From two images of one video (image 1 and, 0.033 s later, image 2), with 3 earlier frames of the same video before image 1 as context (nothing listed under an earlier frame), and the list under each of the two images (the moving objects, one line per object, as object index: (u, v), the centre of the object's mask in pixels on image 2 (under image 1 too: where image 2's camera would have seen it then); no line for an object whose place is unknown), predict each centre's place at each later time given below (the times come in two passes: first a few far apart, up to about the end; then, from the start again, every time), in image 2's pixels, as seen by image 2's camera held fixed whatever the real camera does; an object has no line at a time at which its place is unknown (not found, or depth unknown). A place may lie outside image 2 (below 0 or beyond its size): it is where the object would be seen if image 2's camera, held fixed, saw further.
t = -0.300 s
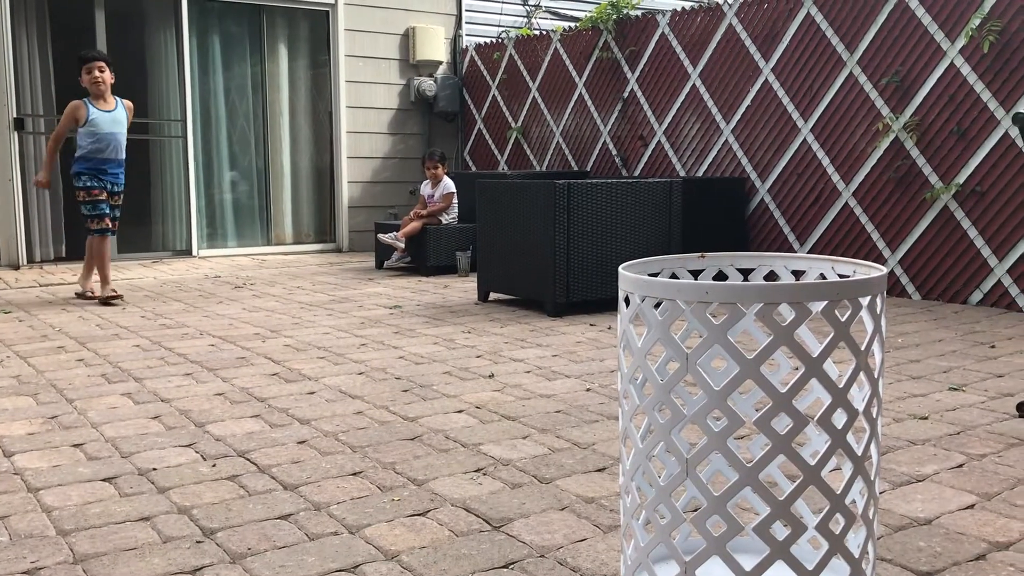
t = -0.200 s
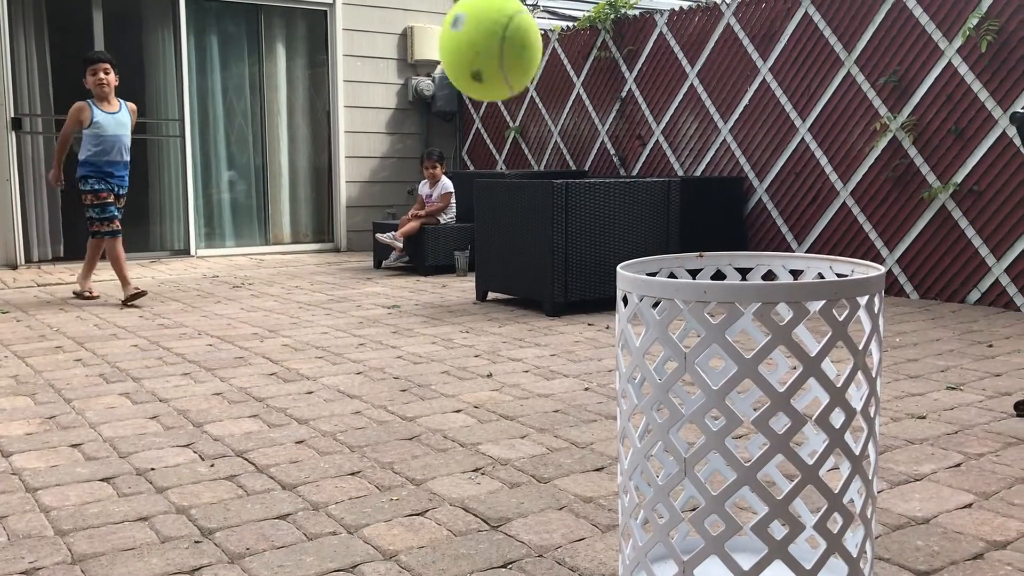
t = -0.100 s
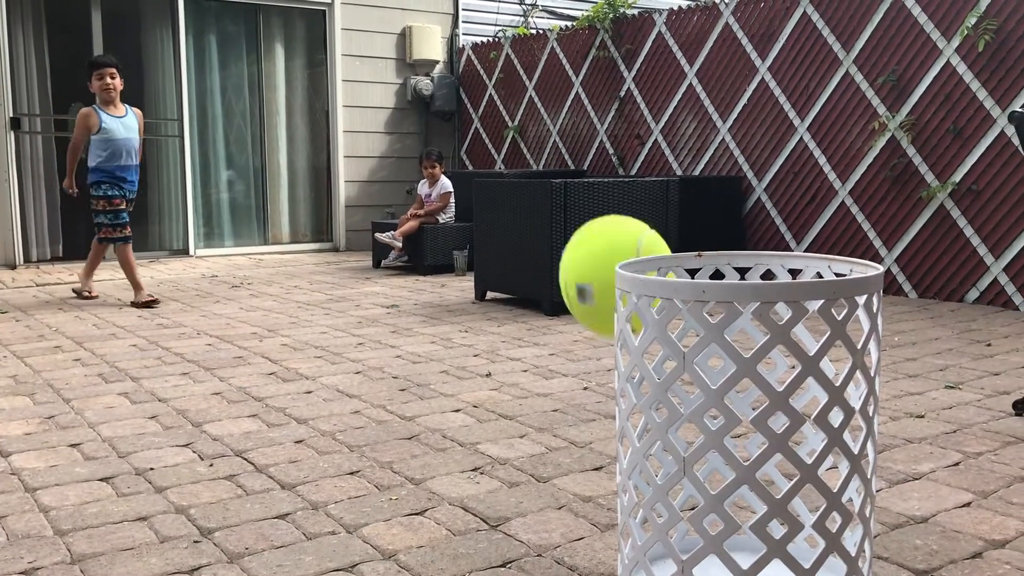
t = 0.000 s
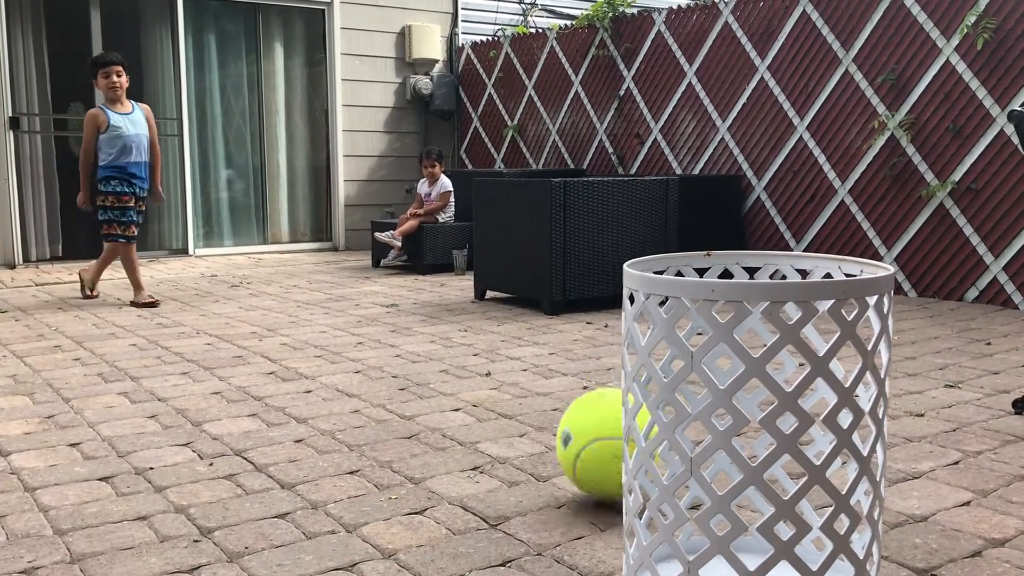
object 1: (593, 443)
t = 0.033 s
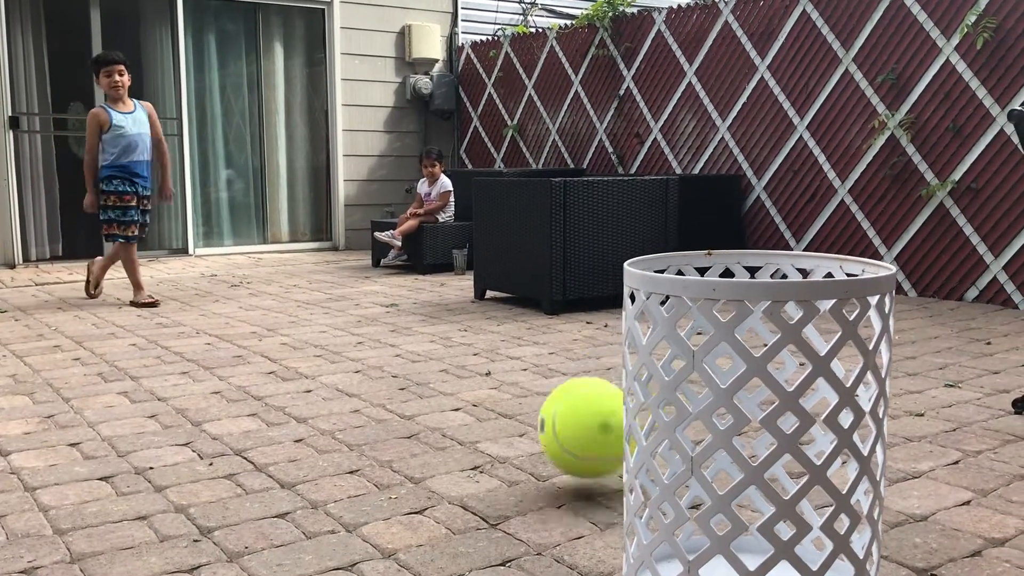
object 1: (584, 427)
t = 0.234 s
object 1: (475, 242)
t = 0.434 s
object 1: (396, 232)
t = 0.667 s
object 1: (333, 315)
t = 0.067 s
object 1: (567, 381)
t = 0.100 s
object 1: (546, 341)
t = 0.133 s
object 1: (527, 307)
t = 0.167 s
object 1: (508, 279)
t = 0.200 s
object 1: (491, 257)
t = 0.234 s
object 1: (475, 242)
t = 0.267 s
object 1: (459, 231)
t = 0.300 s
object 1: (445, 224)
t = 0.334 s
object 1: (432, 222)
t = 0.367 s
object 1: (419, 222)
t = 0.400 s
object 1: (407, 225)
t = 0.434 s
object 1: (396, 232)
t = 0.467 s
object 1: (385, 242)
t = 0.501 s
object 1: (375, 256)
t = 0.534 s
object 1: (365, 272)
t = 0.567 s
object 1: (357, 291)
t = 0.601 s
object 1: (349, 312)
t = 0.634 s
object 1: (341, 333)
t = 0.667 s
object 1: (333, 315)
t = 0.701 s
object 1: (326, 294)
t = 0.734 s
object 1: (318, 277)
